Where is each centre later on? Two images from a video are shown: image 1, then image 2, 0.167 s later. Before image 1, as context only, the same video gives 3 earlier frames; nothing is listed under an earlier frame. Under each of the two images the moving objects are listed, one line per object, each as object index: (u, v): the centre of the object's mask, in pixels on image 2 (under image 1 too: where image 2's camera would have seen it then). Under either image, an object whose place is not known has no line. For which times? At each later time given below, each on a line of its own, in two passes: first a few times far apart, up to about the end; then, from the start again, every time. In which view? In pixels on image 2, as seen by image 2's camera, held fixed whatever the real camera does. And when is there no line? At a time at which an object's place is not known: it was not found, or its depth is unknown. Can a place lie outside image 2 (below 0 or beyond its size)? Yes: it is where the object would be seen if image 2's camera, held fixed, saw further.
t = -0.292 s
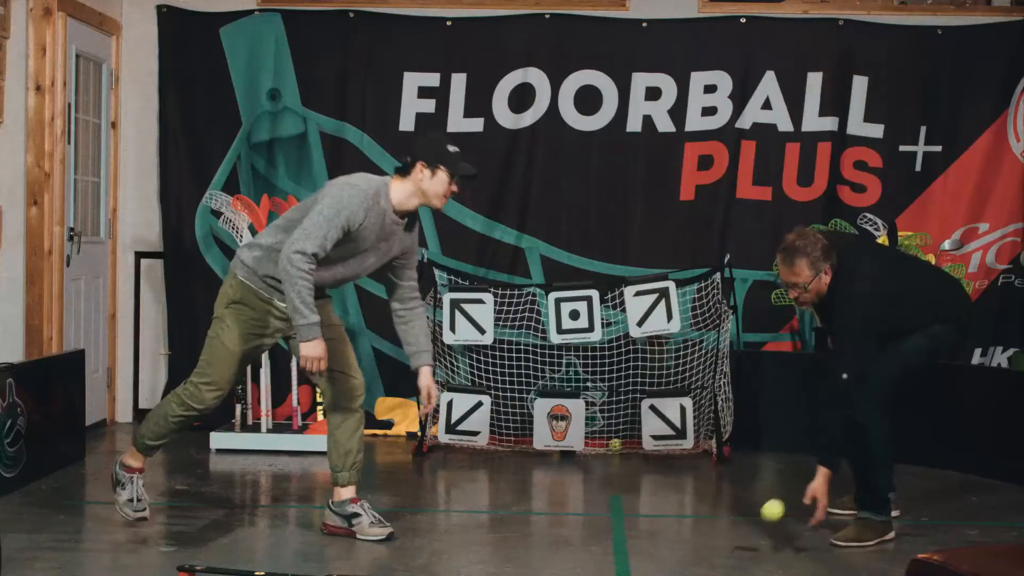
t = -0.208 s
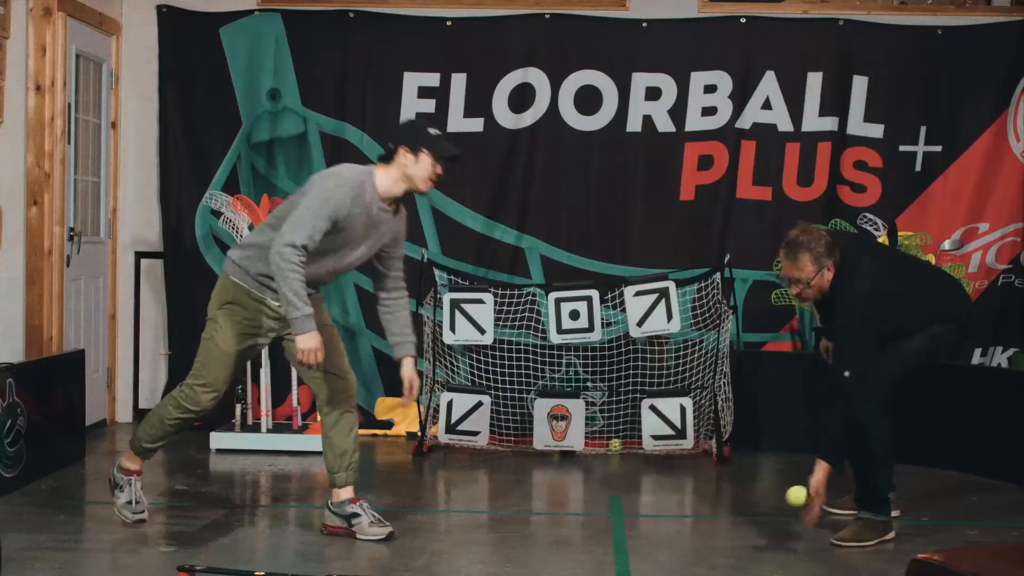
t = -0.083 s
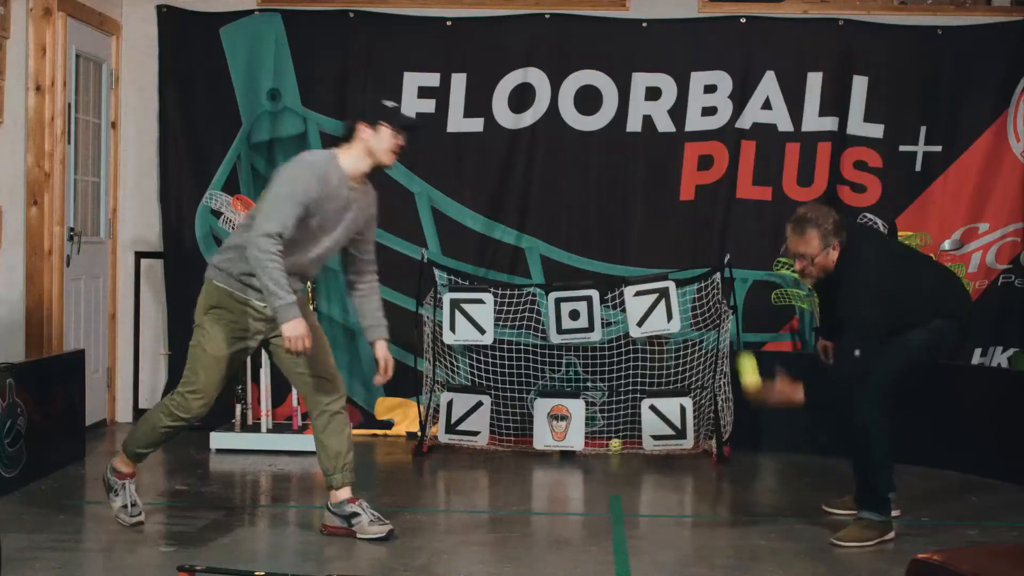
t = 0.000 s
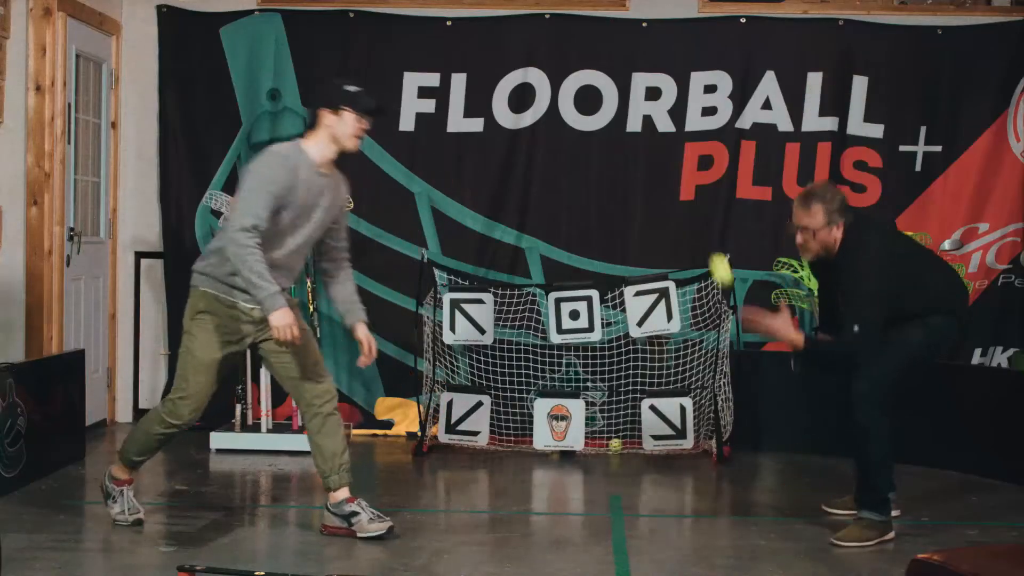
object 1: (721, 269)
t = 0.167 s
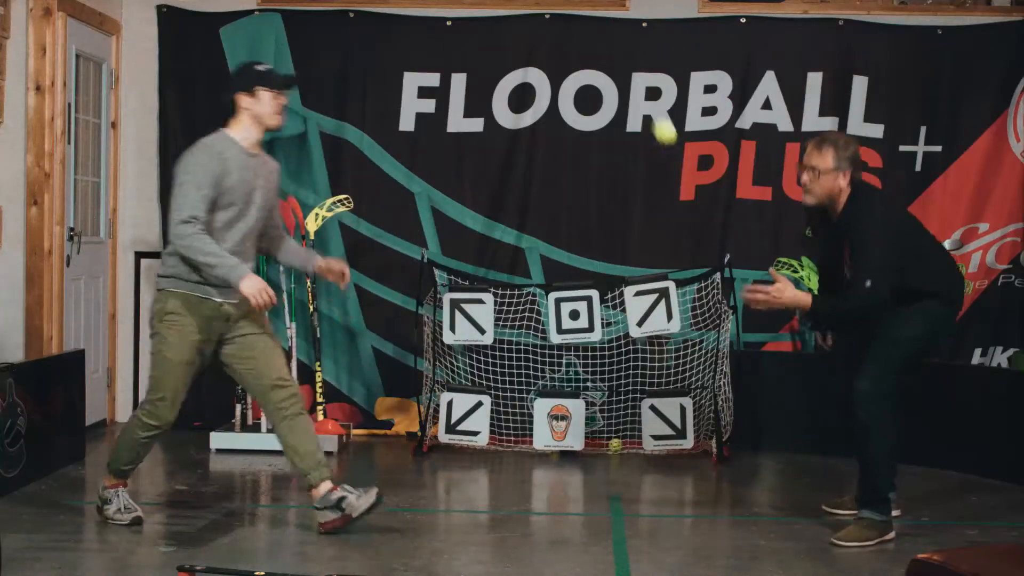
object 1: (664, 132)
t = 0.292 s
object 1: (621, 79)
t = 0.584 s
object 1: (519, 138)
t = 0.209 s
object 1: (651, 109)
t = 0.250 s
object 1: (635, 91)
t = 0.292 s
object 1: (621, 79)
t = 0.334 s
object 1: (607, 72)
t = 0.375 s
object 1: (593, 70)
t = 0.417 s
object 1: (577, 73)
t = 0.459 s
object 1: (562, 81)
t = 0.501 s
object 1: (549, 93)
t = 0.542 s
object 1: (534, 113)
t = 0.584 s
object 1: (519, 138)
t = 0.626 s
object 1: (504, 165)
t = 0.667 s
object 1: (490, 198)
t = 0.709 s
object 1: (475, 239)
